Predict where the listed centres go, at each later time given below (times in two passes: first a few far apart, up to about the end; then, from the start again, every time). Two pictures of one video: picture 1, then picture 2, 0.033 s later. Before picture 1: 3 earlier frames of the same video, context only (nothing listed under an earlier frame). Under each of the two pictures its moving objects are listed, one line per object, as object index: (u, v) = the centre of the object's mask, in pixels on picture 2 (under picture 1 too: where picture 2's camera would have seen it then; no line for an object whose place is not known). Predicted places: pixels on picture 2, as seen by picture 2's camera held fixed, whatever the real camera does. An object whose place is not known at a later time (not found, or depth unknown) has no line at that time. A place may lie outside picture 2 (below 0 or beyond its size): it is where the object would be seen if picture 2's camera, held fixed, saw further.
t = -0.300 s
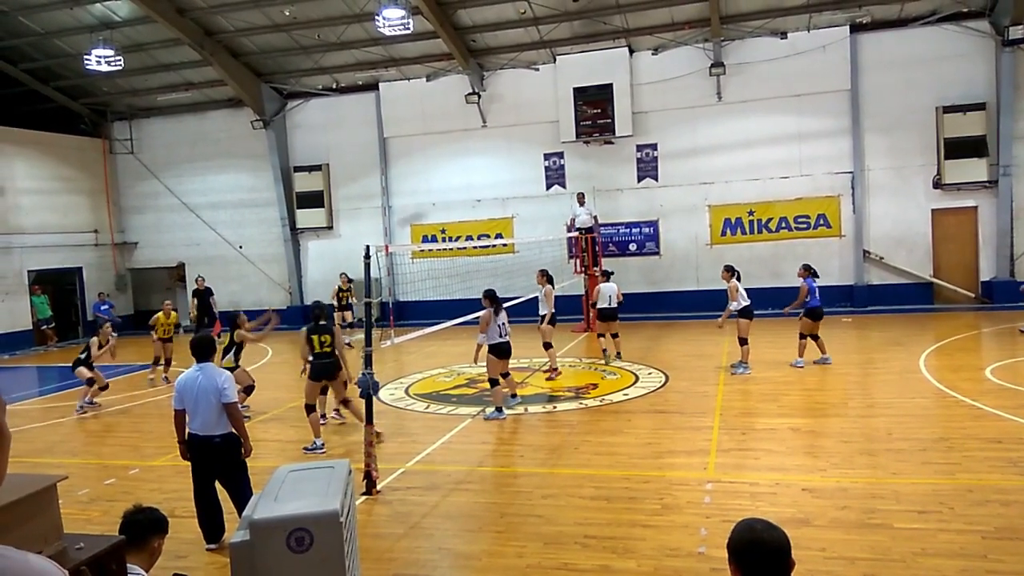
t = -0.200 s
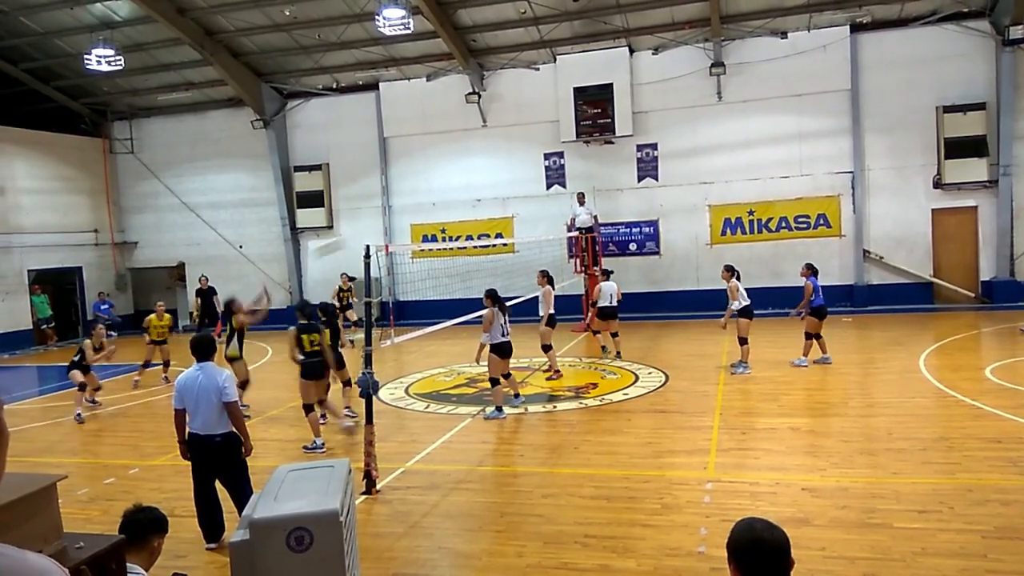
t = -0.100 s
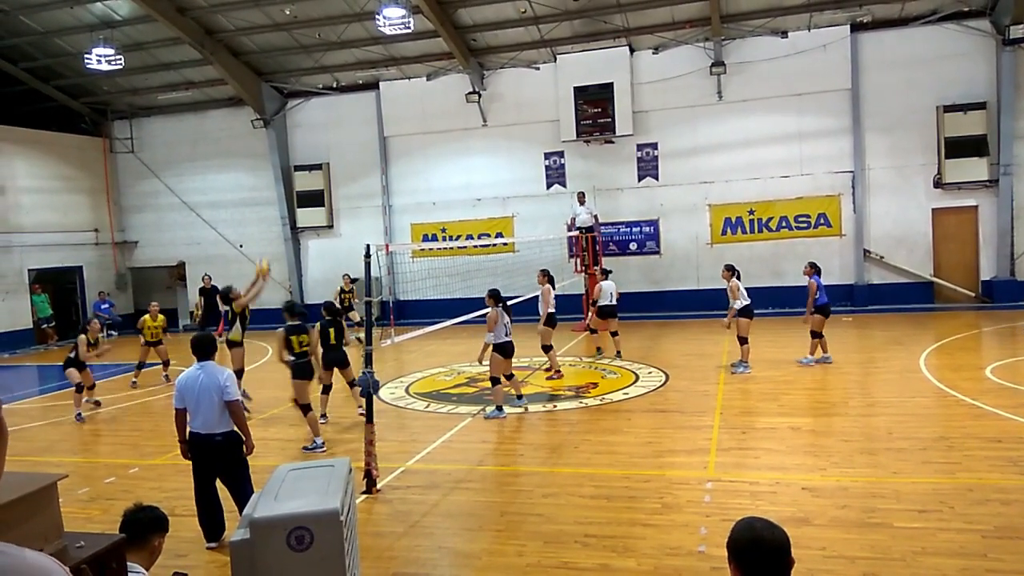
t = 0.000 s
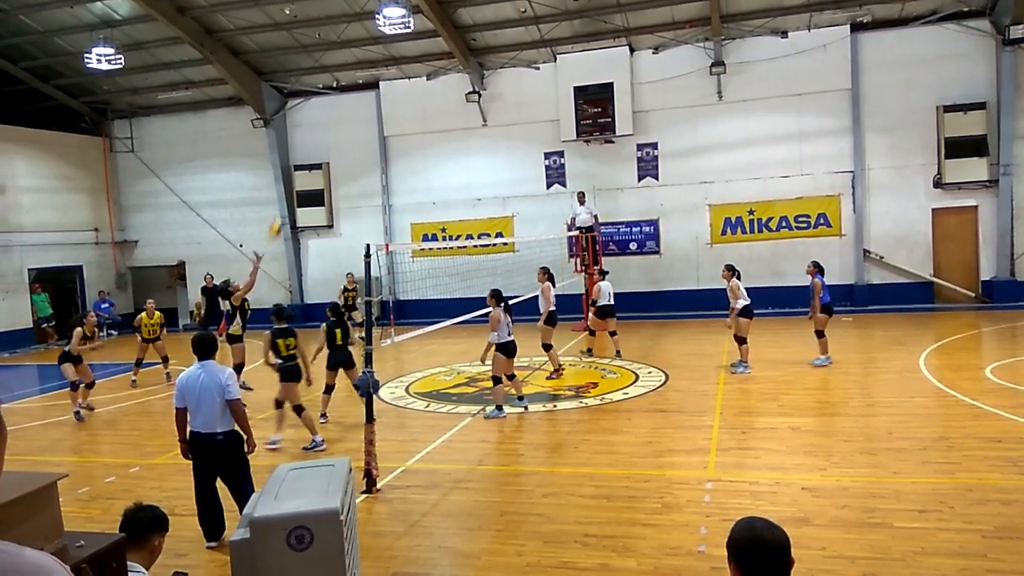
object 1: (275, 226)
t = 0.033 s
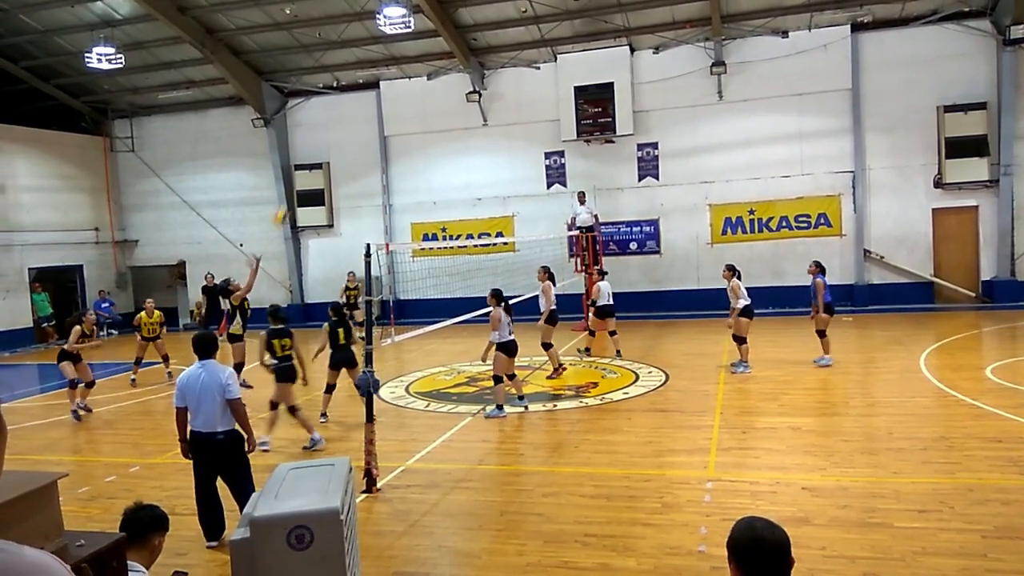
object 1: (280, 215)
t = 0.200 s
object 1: (305, 168)
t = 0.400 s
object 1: (335, 140)
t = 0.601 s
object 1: (367, 139)
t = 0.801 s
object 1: (400, 166)
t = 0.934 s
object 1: (424, 198)
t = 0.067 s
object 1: (287, 203)
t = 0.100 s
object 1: (290, 195)
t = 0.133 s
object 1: (294, 186)
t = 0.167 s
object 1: (300, 176)
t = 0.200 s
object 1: (305, 168)
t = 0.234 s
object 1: (310, 162)
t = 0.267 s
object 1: (315, 156)
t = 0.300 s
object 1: (320, 150)
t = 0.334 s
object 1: (325, 146)
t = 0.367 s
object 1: (330, 141)
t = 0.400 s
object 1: (335, 140)
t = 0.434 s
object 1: (341, 137)
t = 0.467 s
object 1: (346, 136)
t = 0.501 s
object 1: (351, 136)
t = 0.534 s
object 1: (357, 136)
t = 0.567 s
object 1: (362, 137)
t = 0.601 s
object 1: (367, 139)
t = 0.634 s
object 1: (372, 141)
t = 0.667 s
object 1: (378, 145)
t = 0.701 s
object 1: (384, 149)
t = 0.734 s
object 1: (389, 153)
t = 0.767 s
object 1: (394, 159)
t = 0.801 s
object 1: (400, 166)
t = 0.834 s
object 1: (406, 173)
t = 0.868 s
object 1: (412, 181)
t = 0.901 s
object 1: (417, 189)
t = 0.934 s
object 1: (424, 198)
